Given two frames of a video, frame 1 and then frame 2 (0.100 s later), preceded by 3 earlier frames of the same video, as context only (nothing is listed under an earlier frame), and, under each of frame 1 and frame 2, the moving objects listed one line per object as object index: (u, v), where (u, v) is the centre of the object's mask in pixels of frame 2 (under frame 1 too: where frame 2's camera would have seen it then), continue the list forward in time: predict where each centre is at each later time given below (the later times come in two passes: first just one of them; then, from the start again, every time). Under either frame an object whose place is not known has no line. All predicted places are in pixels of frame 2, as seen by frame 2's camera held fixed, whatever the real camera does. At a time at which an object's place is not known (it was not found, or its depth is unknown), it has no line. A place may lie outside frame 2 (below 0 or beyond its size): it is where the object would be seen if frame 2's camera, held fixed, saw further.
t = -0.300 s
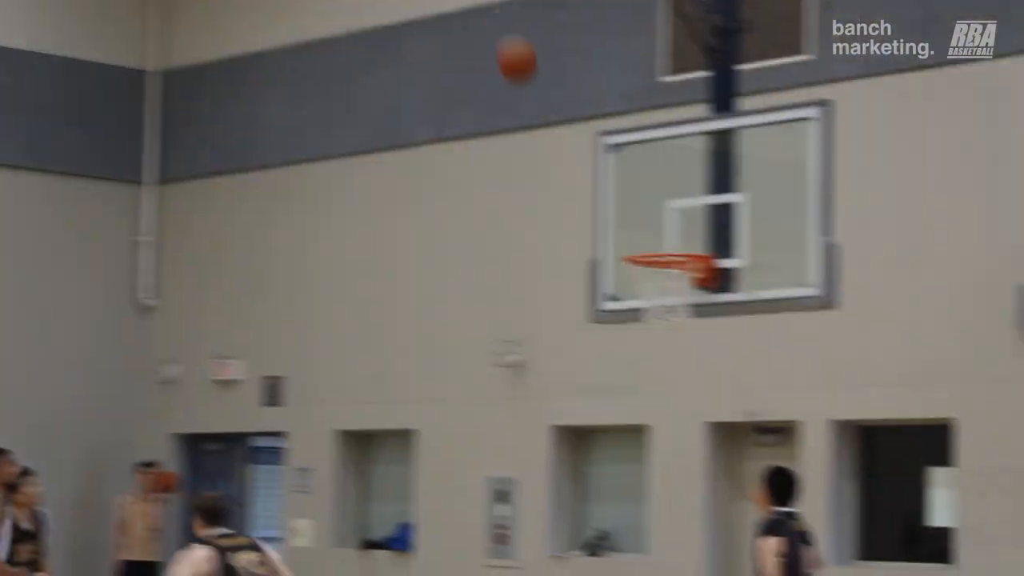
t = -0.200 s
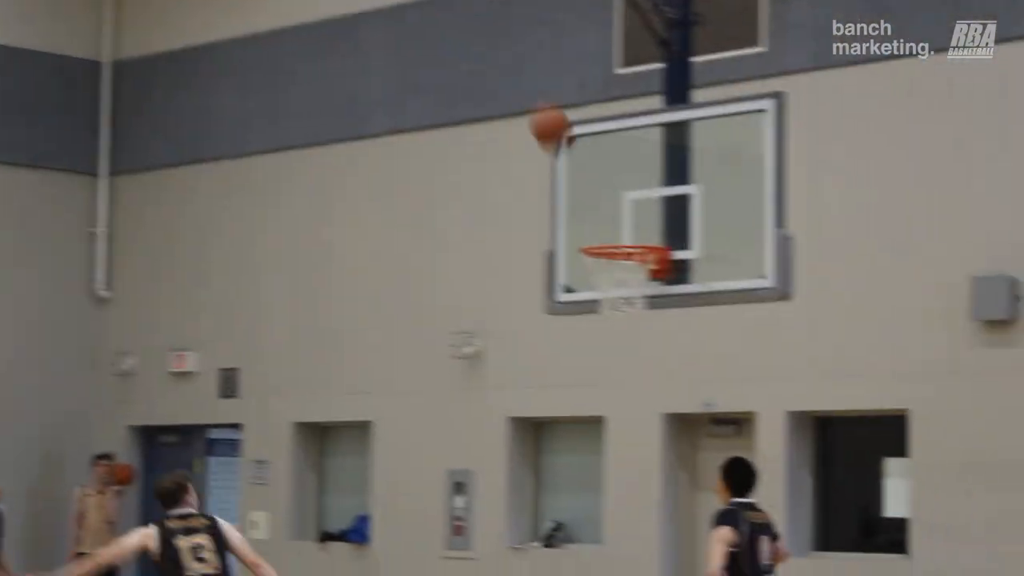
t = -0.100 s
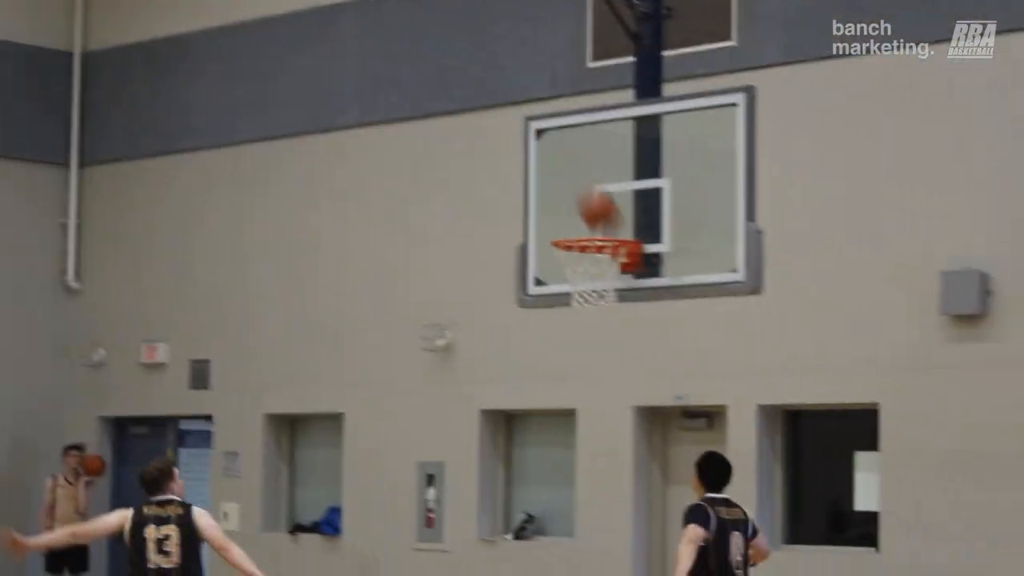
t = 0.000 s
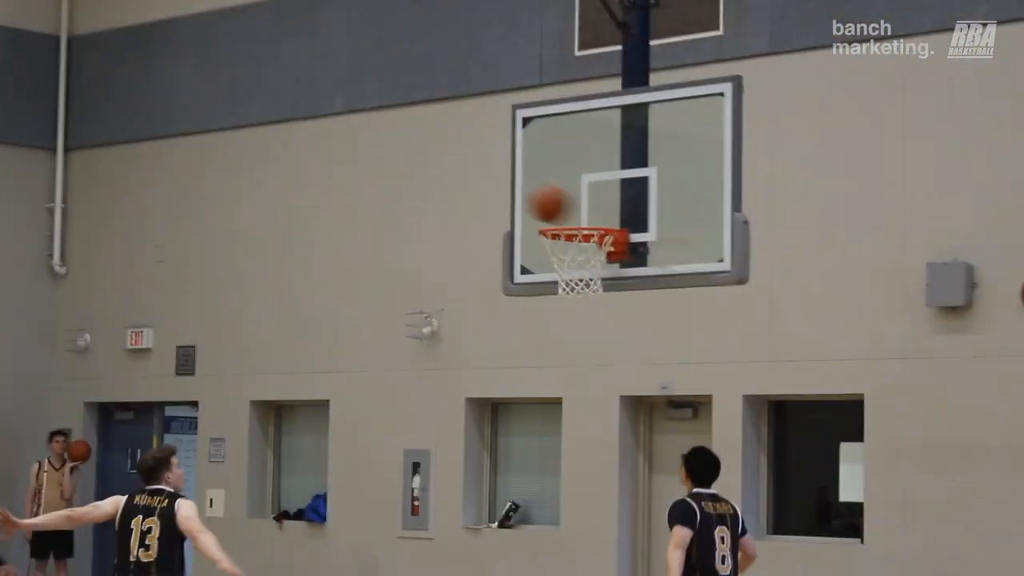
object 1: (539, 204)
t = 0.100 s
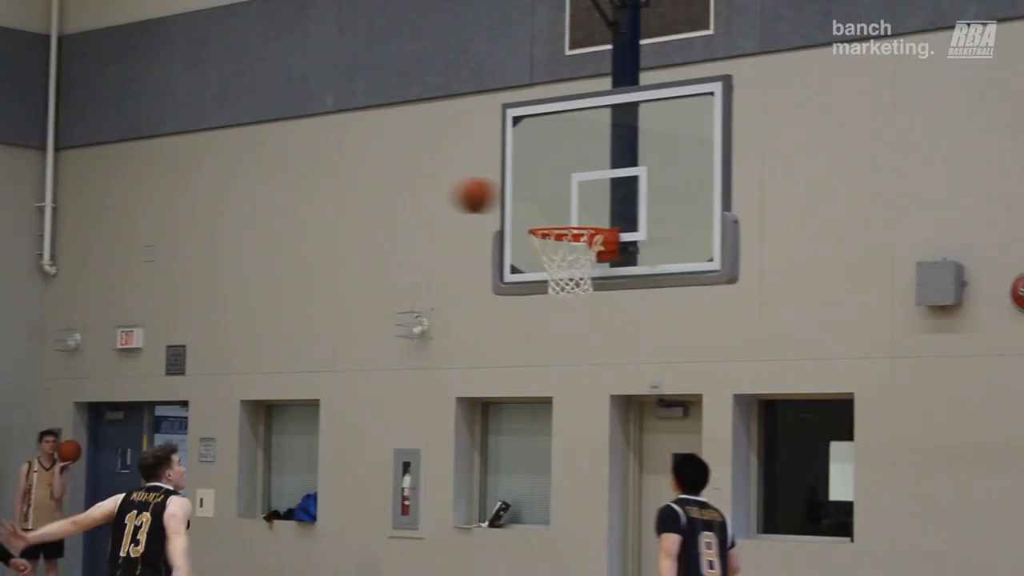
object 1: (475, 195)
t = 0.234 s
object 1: (393, 208)
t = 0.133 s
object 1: (454, 195)
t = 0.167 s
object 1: (434, 198)
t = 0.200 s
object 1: (413, 202)
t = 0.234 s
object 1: (393, 208)
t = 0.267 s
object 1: (374, 215)
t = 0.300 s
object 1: (354, 223)
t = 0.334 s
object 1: (334, 233)
